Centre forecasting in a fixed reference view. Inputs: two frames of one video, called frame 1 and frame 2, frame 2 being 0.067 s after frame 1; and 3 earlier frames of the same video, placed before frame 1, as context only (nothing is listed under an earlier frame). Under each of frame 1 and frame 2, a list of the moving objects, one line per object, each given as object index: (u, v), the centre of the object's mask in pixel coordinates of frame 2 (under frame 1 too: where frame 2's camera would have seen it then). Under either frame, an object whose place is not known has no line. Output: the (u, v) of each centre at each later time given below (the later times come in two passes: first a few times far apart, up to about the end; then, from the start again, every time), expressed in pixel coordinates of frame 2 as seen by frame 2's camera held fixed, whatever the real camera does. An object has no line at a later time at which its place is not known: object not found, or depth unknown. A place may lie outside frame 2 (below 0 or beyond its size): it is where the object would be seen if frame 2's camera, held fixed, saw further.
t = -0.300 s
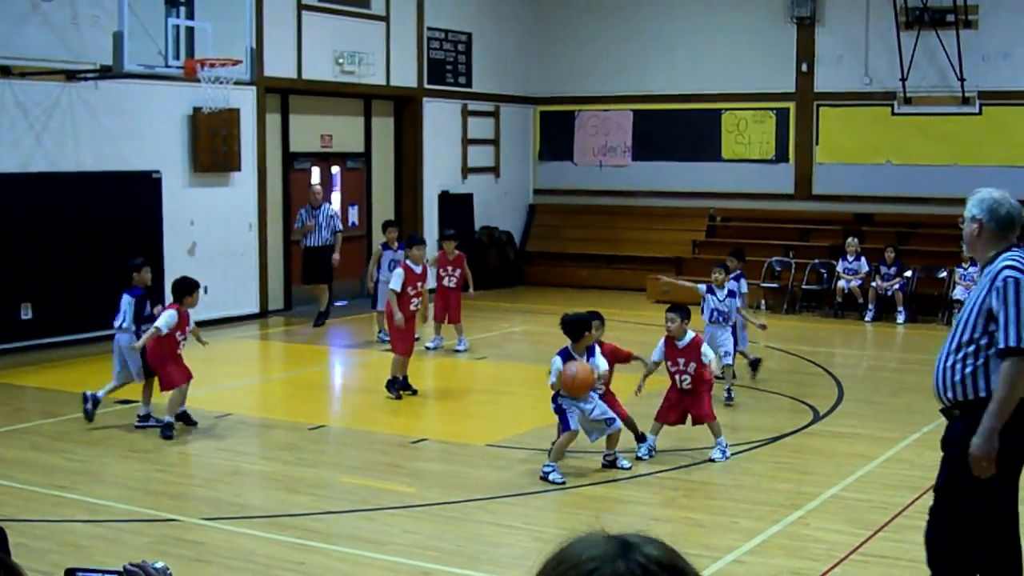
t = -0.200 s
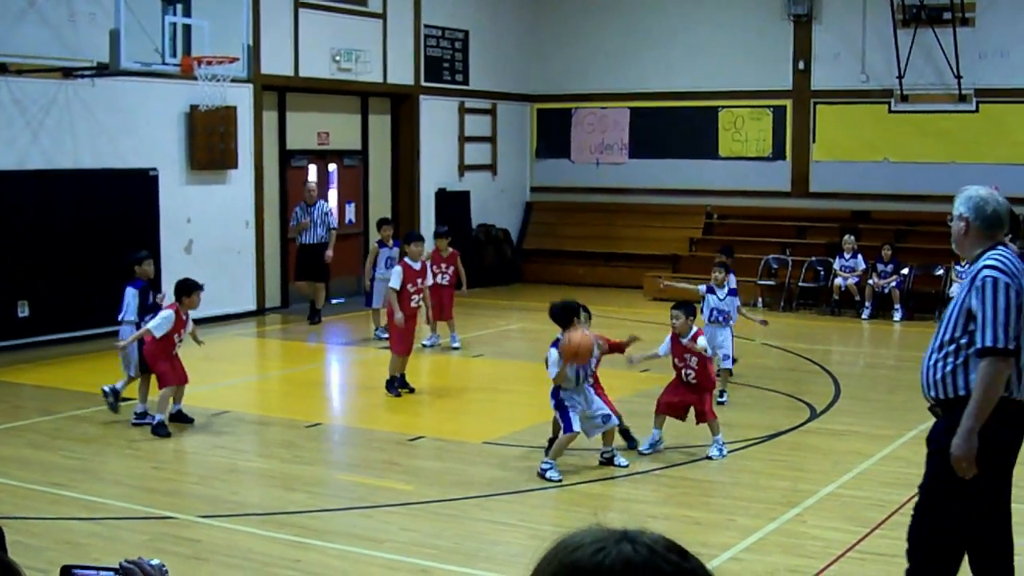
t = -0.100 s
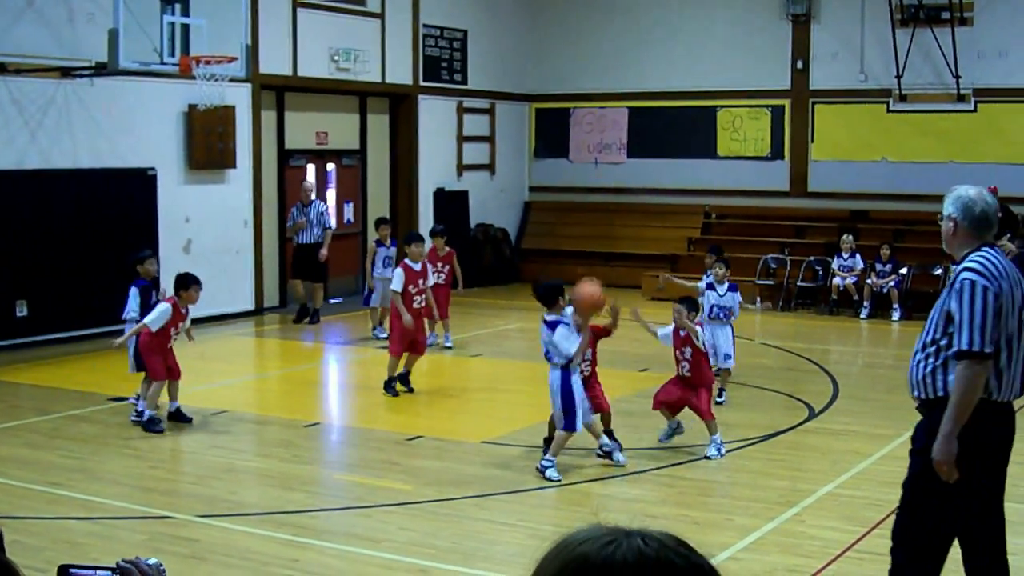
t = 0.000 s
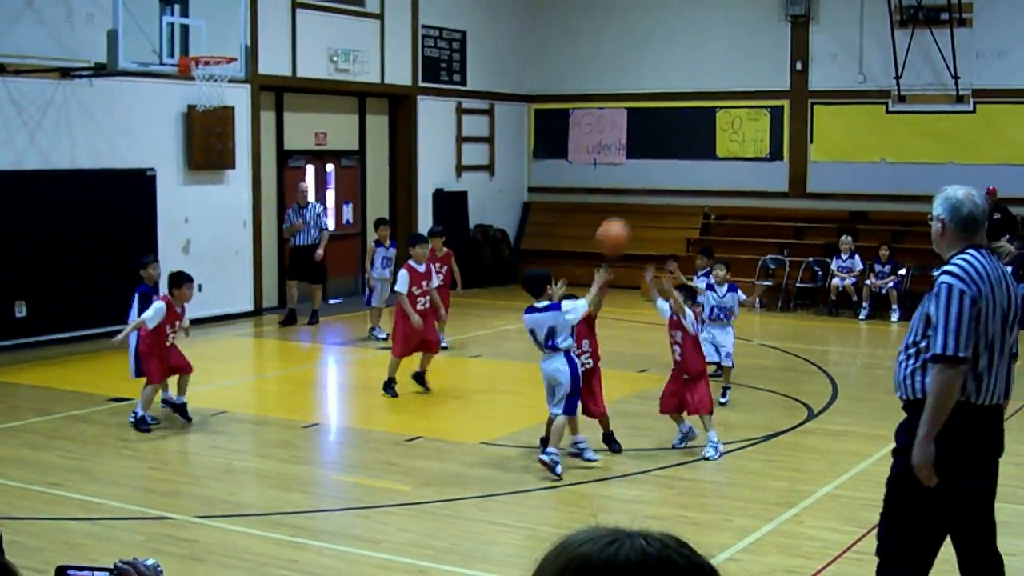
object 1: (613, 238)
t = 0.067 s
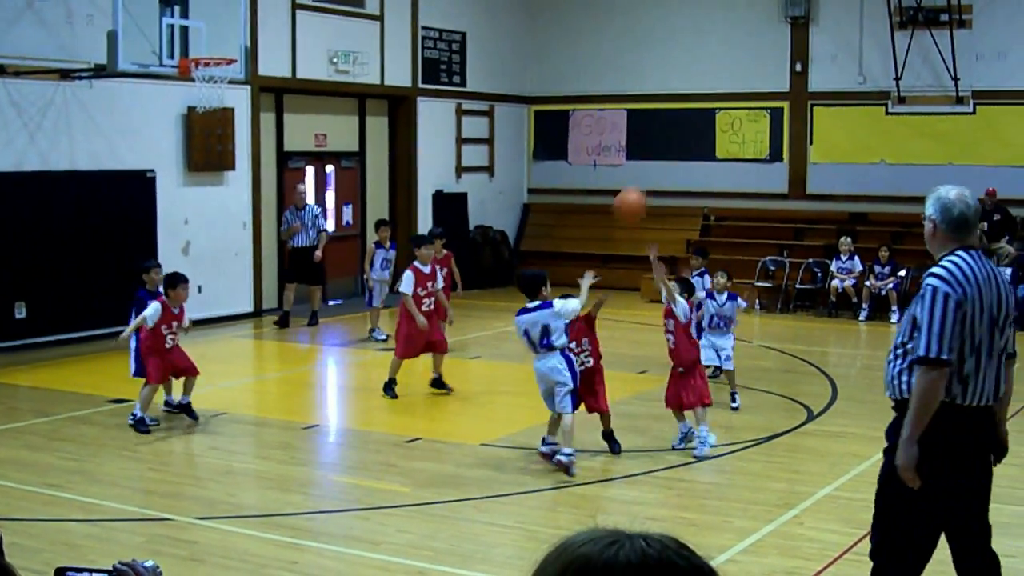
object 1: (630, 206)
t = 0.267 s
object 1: (680, 149)
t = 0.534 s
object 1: (736, 165)
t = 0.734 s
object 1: (771, 228)
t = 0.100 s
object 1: (639, 193)
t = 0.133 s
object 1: (648, 179)
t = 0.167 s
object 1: (657, 169)
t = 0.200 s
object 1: (665, 160)
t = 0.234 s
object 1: (673, 154)
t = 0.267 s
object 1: (680, 149)
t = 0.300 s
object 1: (688, 146)
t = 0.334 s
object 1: (695, 145)
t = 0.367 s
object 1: (702, 145)
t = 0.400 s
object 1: (708, 145)
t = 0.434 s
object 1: (716, 148)
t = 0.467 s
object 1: (722, 153)
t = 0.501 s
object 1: (729, 158)
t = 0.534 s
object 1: (736, 165)
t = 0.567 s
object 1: (742, 172)
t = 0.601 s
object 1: (748, 182)
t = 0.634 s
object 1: (755, 191)
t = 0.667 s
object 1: (760, 204)
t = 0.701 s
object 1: (766, 216)
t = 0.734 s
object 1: (771, 228)
